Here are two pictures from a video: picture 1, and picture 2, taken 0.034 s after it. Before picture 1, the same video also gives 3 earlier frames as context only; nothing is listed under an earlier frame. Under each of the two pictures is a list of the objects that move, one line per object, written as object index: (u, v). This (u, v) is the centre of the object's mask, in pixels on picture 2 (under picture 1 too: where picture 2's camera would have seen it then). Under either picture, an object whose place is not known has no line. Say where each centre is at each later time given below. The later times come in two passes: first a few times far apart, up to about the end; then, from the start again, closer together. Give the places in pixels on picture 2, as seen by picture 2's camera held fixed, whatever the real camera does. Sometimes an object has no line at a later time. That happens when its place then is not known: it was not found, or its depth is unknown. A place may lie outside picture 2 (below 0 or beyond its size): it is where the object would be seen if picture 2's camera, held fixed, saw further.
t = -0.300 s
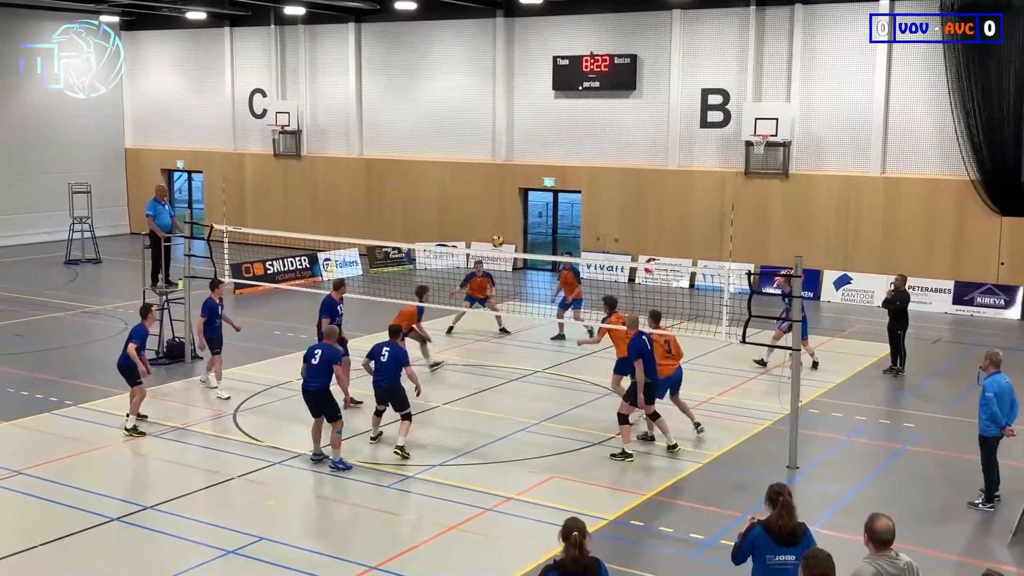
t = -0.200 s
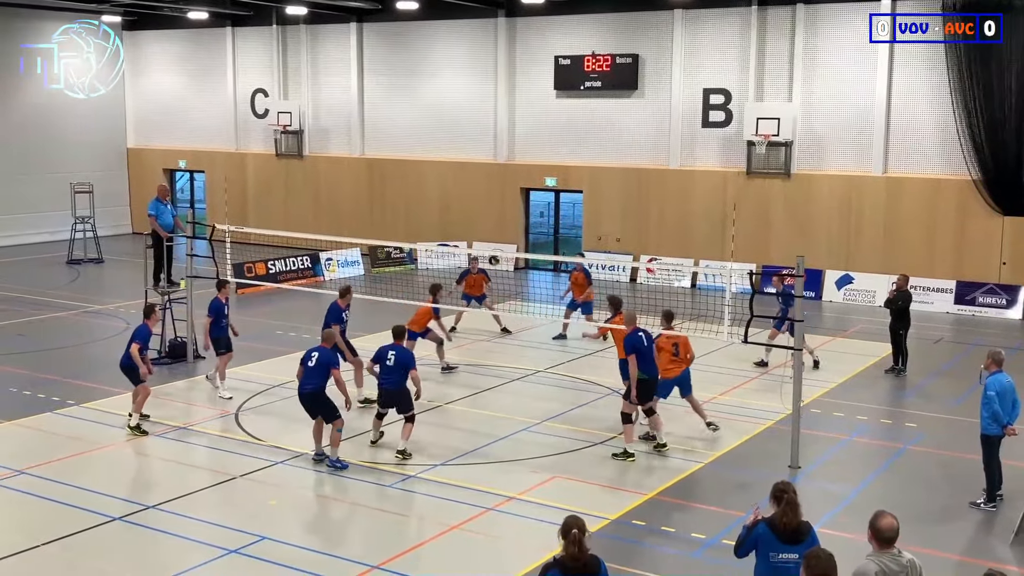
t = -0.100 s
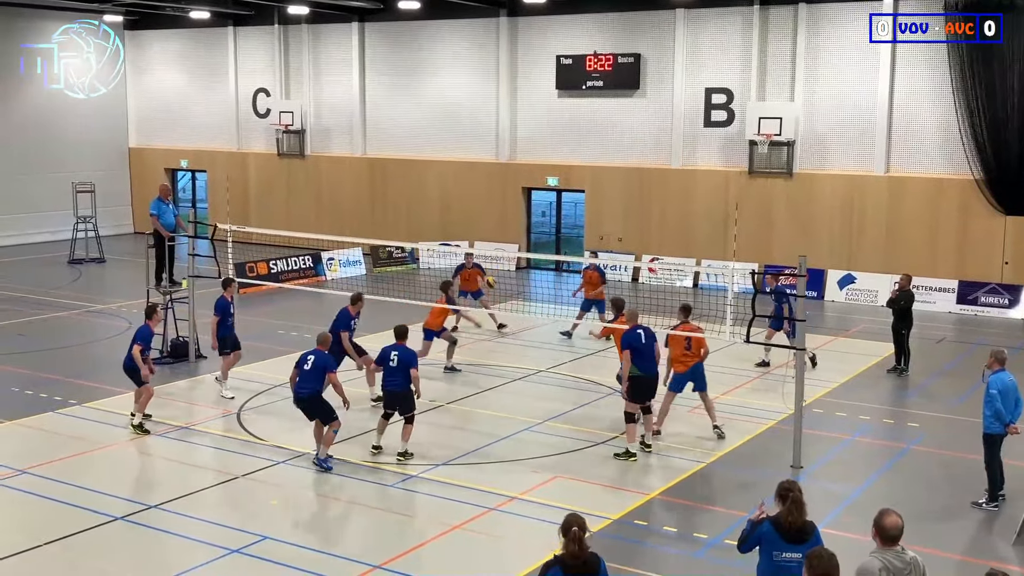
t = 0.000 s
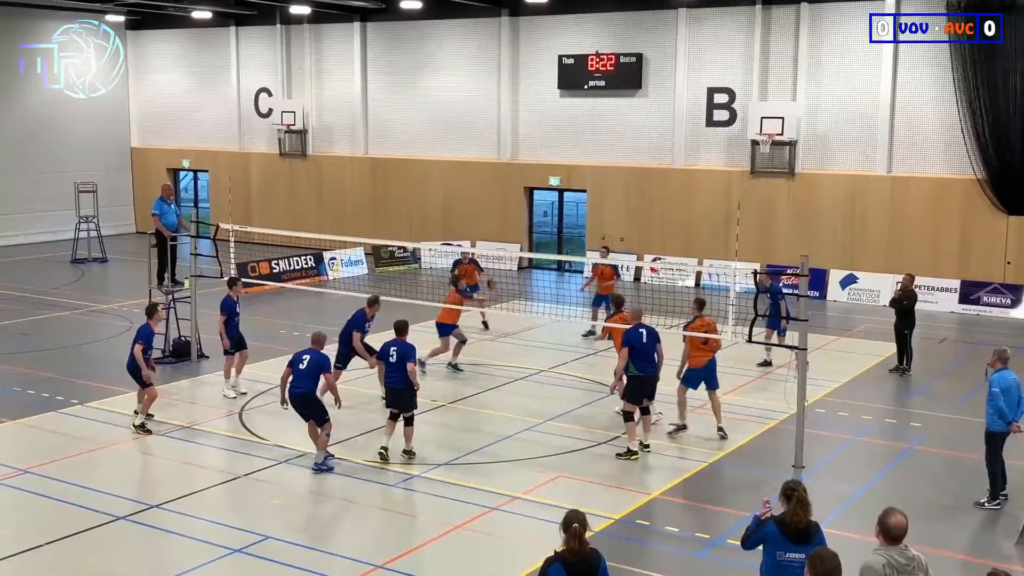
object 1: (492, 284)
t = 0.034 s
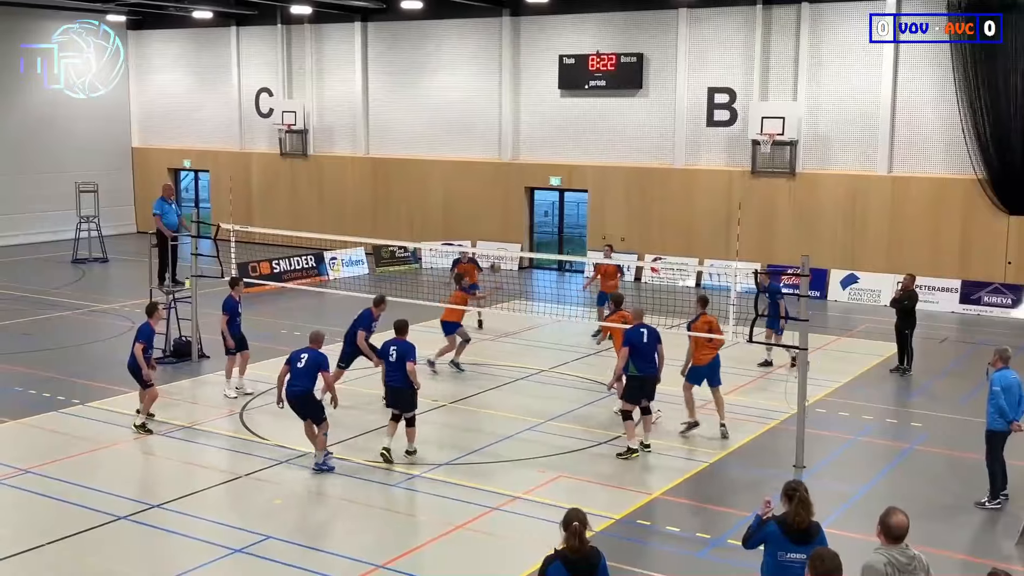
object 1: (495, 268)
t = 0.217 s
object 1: (510, 194)
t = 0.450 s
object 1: (528, 133)
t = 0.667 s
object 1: (542, 106)
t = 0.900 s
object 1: (557, 104)
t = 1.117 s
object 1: (571, 131)
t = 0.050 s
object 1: (497, 260)
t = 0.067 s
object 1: (498, 257)
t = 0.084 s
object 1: (499, 245)
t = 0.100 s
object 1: (500, 238)
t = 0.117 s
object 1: (501, 231)
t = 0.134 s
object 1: (503, 223)
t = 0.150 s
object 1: (504, 219)
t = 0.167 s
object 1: (506, 213)
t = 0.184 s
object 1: (507, 206)
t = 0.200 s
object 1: (509, 200)
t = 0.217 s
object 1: (510, 194)
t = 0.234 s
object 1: (511, 189)
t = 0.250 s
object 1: (513, 184)
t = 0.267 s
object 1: (514, 178)
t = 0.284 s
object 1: (515, 173)
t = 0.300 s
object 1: (516, 168)
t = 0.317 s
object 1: (517, 164)
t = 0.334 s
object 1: (519, 160)
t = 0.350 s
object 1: (520, 155)
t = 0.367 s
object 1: (522, 151)
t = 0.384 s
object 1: (523, 147)
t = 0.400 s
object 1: (524, 144)
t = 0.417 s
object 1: (526, 140)
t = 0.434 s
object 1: (526, 136)
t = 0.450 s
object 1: (528, 133)
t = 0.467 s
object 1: (529, 130)
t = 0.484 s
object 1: (531, 127)
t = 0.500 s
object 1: (531, 124)
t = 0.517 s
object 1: (533, 121)
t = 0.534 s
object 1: (534, 119)
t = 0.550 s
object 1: (535, 116)
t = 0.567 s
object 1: (536, 114)
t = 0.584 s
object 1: (537, 112)
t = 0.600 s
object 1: (539, 109)
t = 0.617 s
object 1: (540, 108)
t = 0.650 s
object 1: (541, 107)
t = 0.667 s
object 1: (542, 106)
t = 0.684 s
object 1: (543, 105)
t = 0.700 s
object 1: (544, 103)
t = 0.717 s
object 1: (546, 103)
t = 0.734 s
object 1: (546, 102)
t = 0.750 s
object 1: (547, 101)
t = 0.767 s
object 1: (549, 101)
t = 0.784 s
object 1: (550, 101)
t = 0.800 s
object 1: (551, 101)
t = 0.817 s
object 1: (552, 101)
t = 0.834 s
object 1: (553, 102)
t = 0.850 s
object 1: (554, 102)
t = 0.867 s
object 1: (555, 102)
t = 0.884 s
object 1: (556, 103)
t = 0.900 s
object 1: (557, 104)
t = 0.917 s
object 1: (558, 106)
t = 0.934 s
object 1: (559, 107)
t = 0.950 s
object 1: (560, 108)
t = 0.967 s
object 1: (561, 110)
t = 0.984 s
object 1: (563, 112)
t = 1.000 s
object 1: (564, 114)
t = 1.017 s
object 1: (565, 116)
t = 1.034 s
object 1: (566, 117)
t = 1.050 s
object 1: (567, 120)
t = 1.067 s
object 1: (568, 123)
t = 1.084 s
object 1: (569, 125)
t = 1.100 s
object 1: (570, 128)
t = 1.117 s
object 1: (571, 131)
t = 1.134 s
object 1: (572, 134)
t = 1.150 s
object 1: (573, 138)
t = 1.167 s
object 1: (574, 141)
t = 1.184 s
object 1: (575, 145)
